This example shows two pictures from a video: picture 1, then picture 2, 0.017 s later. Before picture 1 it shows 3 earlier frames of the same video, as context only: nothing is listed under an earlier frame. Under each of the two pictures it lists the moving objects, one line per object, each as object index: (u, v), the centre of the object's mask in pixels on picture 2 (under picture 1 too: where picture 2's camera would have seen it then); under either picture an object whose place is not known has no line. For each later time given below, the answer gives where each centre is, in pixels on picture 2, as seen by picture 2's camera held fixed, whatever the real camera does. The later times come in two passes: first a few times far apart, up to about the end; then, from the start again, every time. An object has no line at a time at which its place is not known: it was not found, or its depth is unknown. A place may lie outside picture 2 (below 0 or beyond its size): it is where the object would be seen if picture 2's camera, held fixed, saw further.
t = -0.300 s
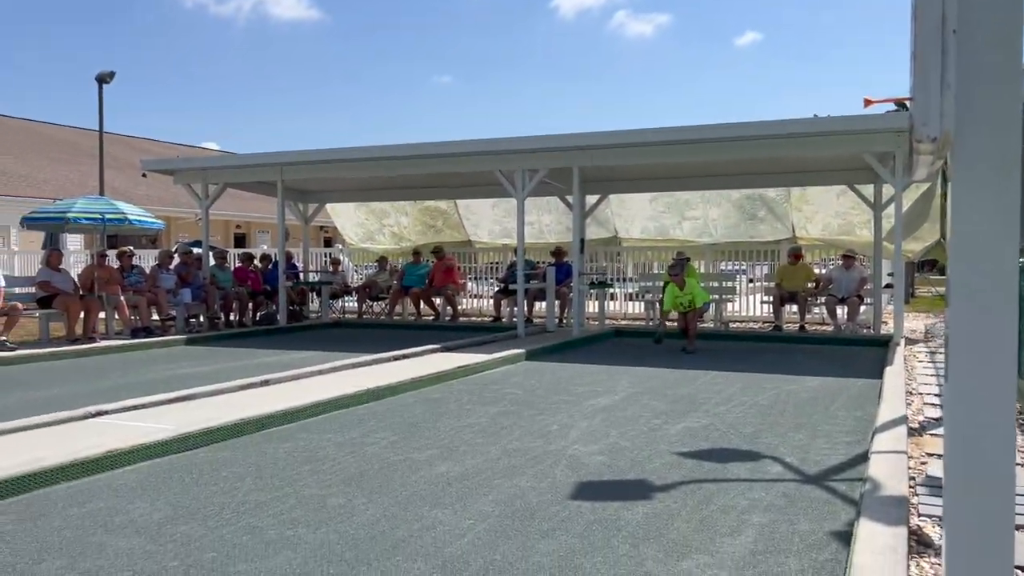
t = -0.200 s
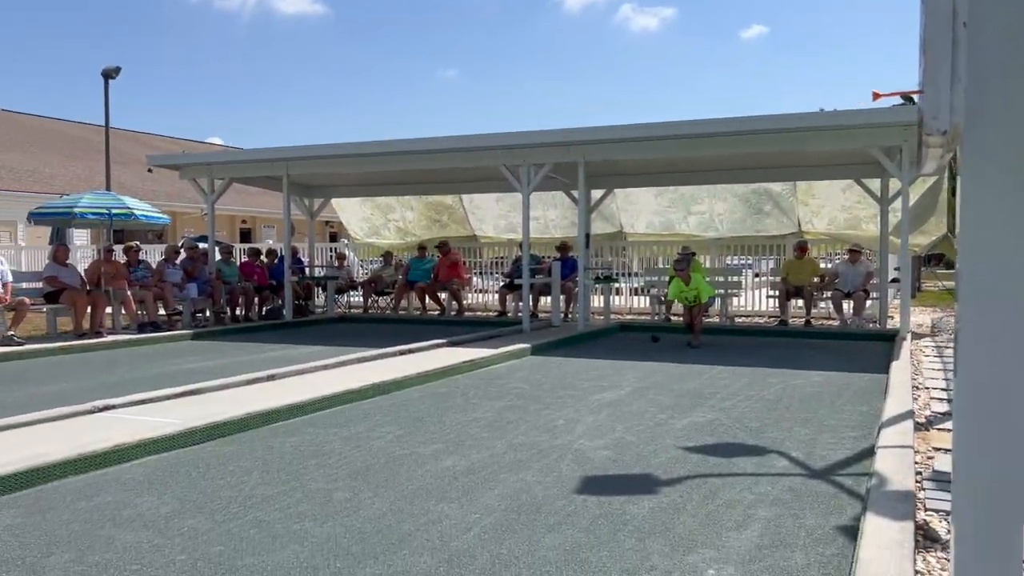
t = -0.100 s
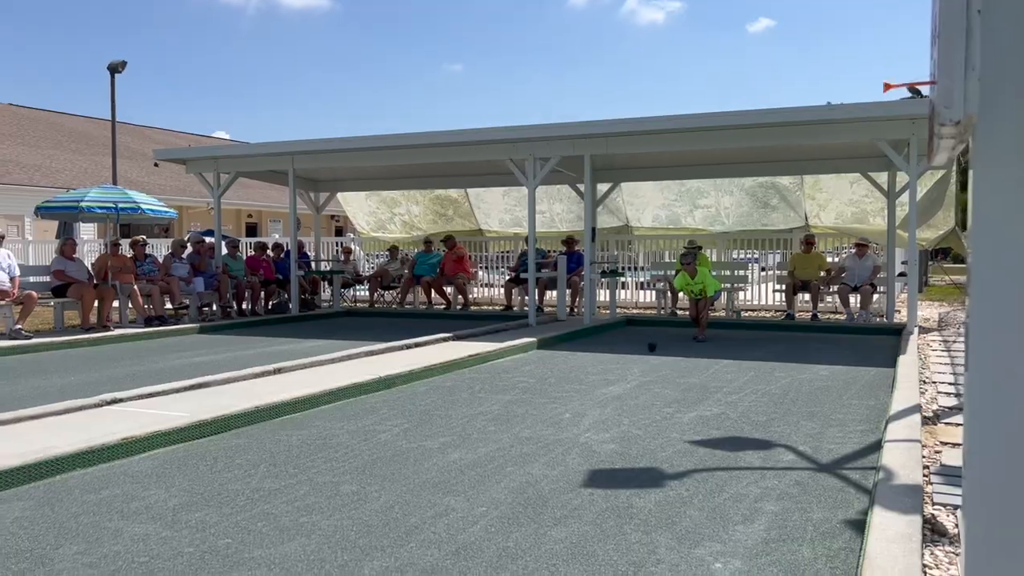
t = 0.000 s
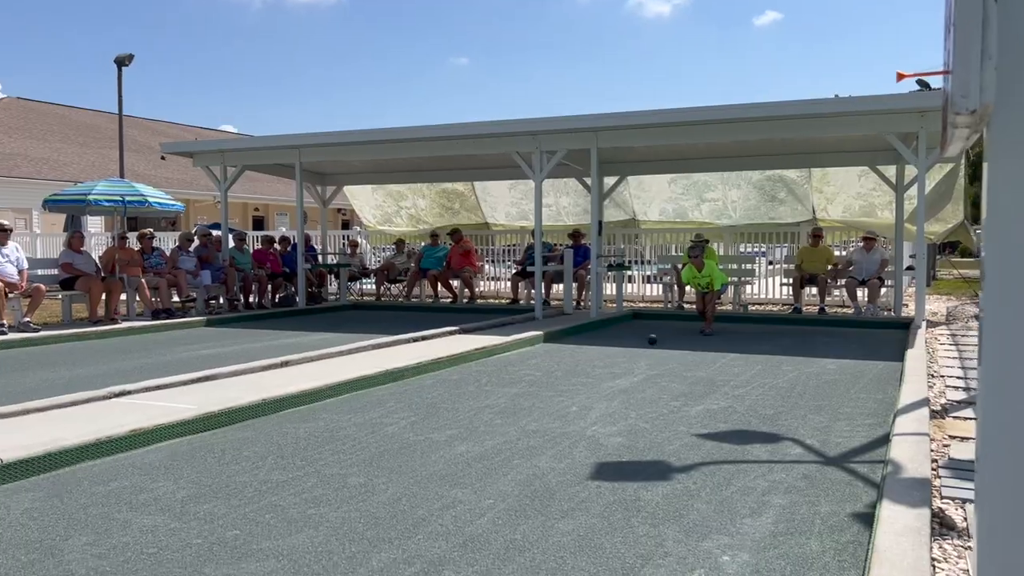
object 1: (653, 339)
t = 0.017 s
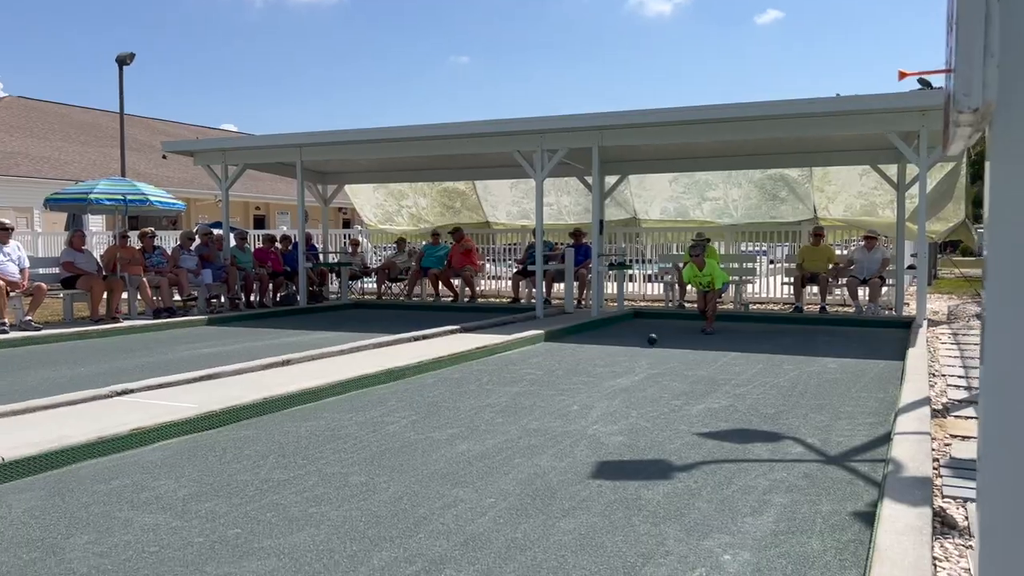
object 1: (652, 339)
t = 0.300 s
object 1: (630, 350)
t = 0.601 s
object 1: (602, 360)
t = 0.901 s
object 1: (569, 372)
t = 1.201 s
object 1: (531, 386)
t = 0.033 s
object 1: (651, 340)
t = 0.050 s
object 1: (649, 342)
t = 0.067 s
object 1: (648, 343)
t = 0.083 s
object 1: (647, 343)
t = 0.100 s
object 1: (646, 344)
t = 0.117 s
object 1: (645, 344)
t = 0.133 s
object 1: (643, 344)
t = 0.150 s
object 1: (642, 345)
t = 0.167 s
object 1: (641, 346)
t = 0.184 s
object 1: (639, 346)
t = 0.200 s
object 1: (638, 347)
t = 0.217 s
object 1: (637, 348)
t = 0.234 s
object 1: (635, 348)
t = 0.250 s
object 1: (634, 348)
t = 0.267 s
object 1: (633, 349)
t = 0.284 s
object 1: (631, 350)
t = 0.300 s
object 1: (630, 350)
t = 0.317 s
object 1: (628, 351)
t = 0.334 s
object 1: (627, 351)
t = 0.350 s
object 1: (625, 352)
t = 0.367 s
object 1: (624, 352)
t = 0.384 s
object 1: (622, 353)
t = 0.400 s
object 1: (621, 354)
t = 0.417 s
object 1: (619, 354)
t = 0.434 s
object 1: (618, 355)
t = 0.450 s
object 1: (616, 355)
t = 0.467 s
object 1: (614, 356)
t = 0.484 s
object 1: (613, 357)
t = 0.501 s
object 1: (611, 357)
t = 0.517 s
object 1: (610, 357)
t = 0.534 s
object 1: (608, 358)
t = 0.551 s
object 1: (607, 359)
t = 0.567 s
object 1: (605, 359)
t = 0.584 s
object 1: (603, 360)
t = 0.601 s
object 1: (602, 360)
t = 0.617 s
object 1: (600, 361)
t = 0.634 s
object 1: (598, 362)
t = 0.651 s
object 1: (596, 362)
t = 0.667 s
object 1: (595, 363)
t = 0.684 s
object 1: (593, 363)
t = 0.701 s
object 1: (591, 364)
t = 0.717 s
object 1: (589, 365)
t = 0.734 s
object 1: (588, 365)
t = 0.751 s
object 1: (586, 366)
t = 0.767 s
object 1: (584, 367)
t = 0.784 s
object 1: (582, 367)
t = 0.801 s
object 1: (580, 368)
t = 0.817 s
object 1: (579, 369)
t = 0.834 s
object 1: (577, 370)
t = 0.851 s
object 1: (575, 370)
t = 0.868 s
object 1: (573, 371)
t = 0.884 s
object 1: (571, 372)
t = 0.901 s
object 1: (569, 372)
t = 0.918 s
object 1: (567, 373)
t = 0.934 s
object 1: (565, 373)
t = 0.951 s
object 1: (563, 374)
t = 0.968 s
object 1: (561, 375)
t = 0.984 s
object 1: (559, 376)
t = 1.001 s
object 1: (557, 377)
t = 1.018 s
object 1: (555, 377)
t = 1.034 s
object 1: (553, 378)
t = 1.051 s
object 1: (551, 379)
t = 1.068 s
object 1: (549, 380)
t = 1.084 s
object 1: (547, 380)
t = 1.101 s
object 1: (544, 381)
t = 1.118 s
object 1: (542, 382)
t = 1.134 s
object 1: (540, 383)
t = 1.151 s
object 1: (538, 384)
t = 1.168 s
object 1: (536, 384)
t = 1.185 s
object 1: (533, 385)
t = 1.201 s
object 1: (531, 386)
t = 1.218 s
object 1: (529, 387)
